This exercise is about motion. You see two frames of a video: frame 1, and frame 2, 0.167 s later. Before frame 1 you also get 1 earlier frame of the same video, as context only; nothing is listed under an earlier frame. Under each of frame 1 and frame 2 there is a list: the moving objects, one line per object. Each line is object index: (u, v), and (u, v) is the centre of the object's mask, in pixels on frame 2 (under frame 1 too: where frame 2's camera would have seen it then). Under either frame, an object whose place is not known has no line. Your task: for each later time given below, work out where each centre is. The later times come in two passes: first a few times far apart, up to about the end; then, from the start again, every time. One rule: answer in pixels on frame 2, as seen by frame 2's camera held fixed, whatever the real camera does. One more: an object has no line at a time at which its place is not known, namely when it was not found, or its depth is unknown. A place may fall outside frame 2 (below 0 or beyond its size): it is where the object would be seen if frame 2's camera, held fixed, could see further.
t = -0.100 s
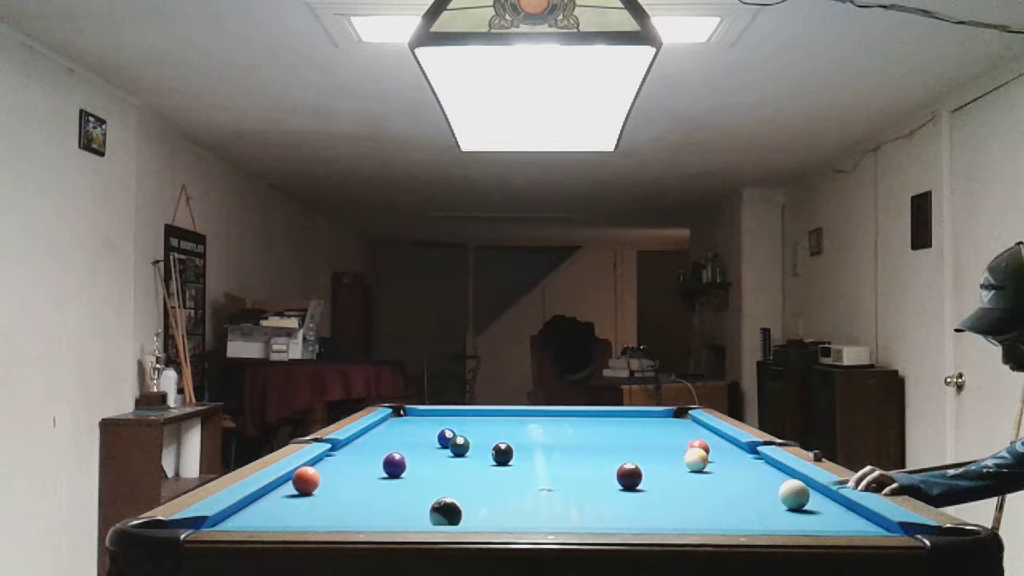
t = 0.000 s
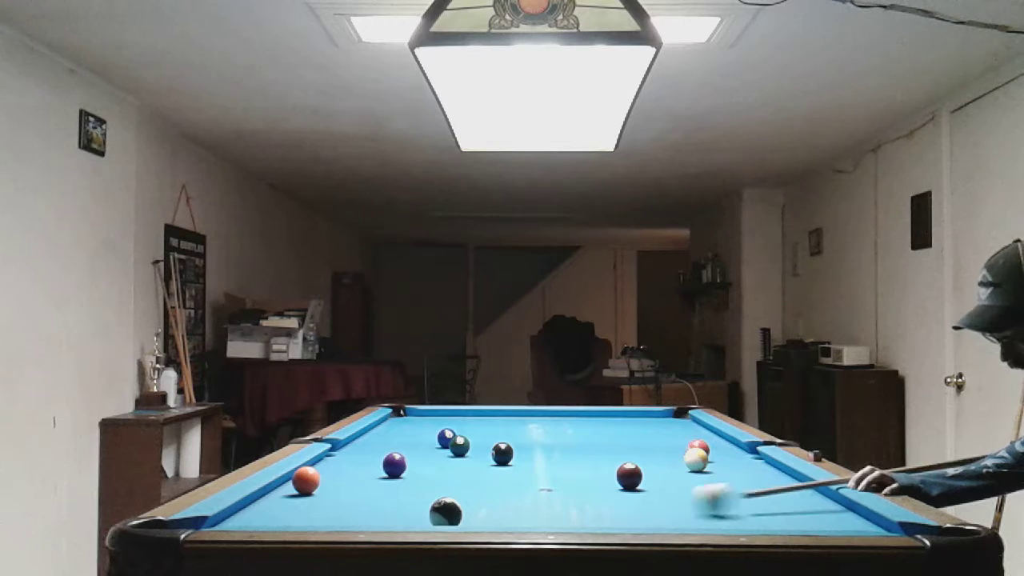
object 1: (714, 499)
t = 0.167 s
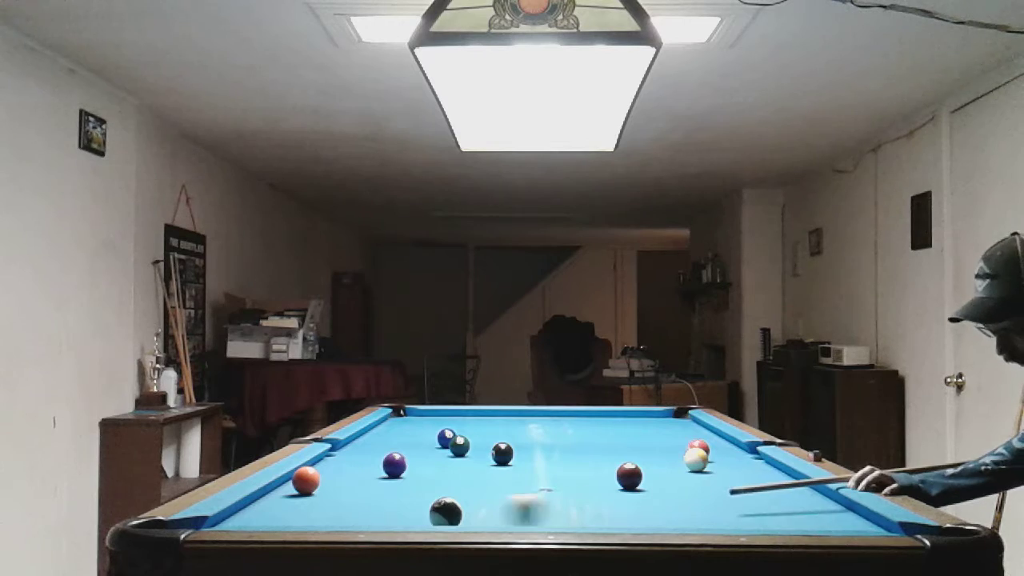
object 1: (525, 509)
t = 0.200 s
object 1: (486, 510)
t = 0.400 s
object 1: (449, 515)
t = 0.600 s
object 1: (395, 517)
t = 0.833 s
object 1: (363, 514)
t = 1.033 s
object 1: (339, 512)
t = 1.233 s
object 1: (316, 509)
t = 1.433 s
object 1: (296, 505)
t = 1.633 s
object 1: (277, 502)
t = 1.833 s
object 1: (260, 499)
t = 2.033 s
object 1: (276, 496)
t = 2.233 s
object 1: (291, 494)
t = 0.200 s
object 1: (486, 510)
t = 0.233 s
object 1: (478, 511)
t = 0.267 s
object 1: (476, 512)
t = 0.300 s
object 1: (473, 513)
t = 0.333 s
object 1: (467, 513)
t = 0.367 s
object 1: (458, 514)
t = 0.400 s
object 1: (449, 515)
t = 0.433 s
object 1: (439, 515)
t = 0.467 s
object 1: (429, 516)
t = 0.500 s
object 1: (419, 517)
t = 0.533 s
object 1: (408, 517)
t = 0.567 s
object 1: (400, 518)
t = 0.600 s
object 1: (395, 517)
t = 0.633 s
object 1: (390, 517)
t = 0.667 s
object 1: (385, 516)
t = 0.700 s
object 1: (381, 516)
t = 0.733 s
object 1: (376, 516)
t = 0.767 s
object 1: (372, 515)
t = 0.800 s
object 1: (367, 515)
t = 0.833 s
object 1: (363, 514)
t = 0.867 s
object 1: (359, 514)
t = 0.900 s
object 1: (355, 514)
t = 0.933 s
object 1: (351, 513)
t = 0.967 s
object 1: (347, 512)
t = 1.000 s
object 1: (342, 512)
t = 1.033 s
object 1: (339, 512)
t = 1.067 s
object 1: (335, 511)
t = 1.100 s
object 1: (331, 511)
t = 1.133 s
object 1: (327, 510)
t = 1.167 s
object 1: (323, 510)
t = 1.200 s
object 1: (320, 510)
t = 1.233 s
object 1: (316, 509)
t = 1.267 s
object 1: (313, 508)
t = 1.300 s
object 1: (309, 508)
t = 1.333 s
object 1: (306, 507)
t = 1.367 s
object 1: (302, 507)
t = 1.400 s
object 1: (299, 506)
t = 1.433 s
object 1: (296, 505)
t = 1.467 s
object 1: (293, 505)
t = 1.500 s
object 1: (290, 504)
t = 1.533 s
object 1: (286, 503)
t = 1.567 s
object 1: (283, 503)
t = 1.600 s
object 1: (280, 502)
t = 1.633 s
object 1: (277, 502)
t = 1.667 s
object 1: (274, 501)
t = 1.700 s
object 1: (272, 500)
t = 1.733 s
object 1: (269, 500)
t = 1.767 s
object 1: (266, 500)
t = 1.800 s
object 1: (263, 499)
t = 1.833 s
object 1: (260, 499)
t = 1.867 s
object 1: (262, 498)
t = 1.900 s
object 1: (265, 498)
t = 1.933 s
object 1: (267, 497)
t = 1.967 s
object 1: (270, 497)
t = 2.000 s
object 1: (273, 496)
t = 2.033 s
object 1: (276, 496)
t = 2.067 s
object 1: (278, 496)
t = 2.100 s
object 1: (281, 495)
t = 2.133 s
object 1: (284, 495)
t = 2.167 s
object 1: (286, 494)
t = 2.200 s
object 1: (289, 494)
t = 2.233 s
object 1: (291, 494)
